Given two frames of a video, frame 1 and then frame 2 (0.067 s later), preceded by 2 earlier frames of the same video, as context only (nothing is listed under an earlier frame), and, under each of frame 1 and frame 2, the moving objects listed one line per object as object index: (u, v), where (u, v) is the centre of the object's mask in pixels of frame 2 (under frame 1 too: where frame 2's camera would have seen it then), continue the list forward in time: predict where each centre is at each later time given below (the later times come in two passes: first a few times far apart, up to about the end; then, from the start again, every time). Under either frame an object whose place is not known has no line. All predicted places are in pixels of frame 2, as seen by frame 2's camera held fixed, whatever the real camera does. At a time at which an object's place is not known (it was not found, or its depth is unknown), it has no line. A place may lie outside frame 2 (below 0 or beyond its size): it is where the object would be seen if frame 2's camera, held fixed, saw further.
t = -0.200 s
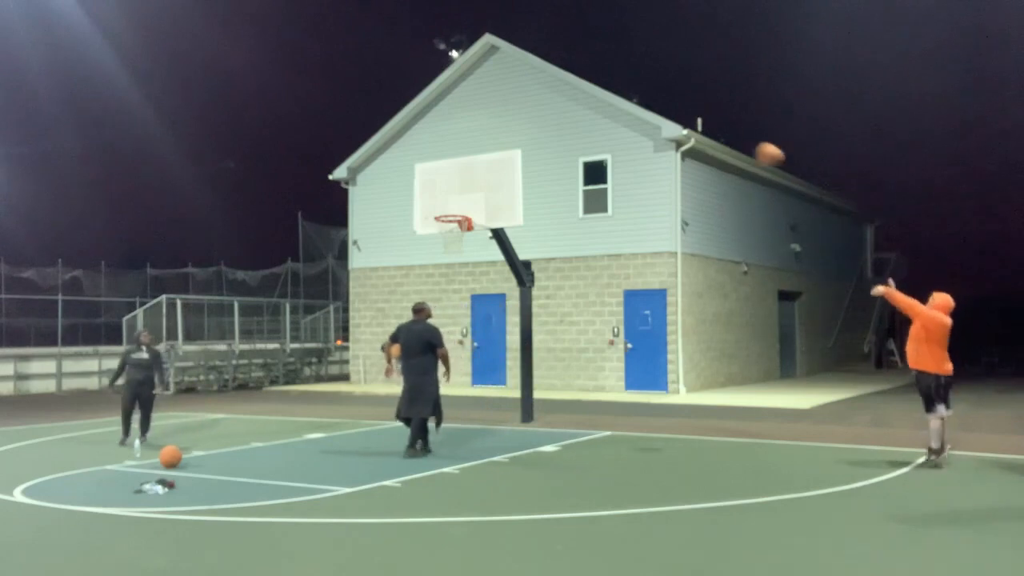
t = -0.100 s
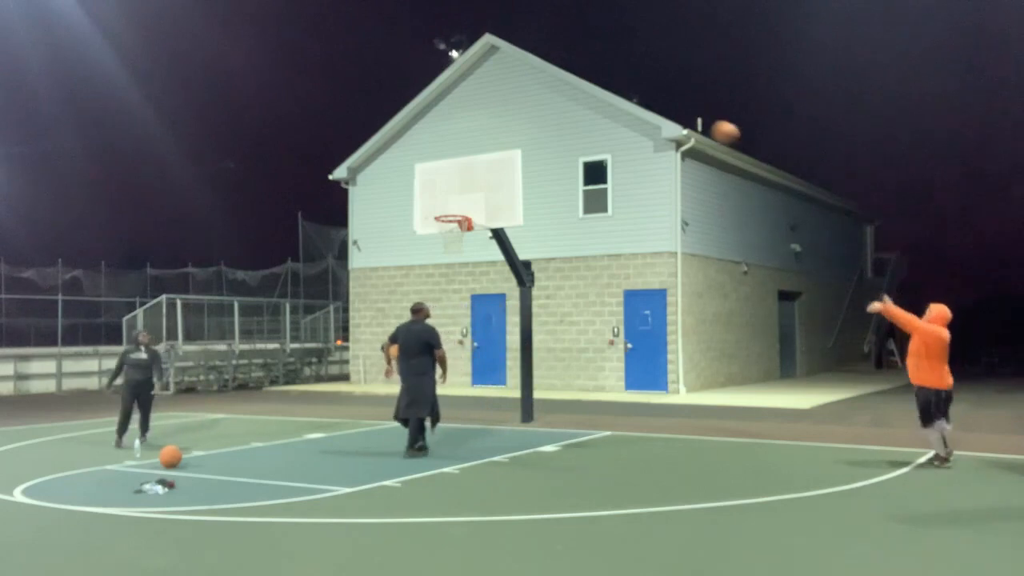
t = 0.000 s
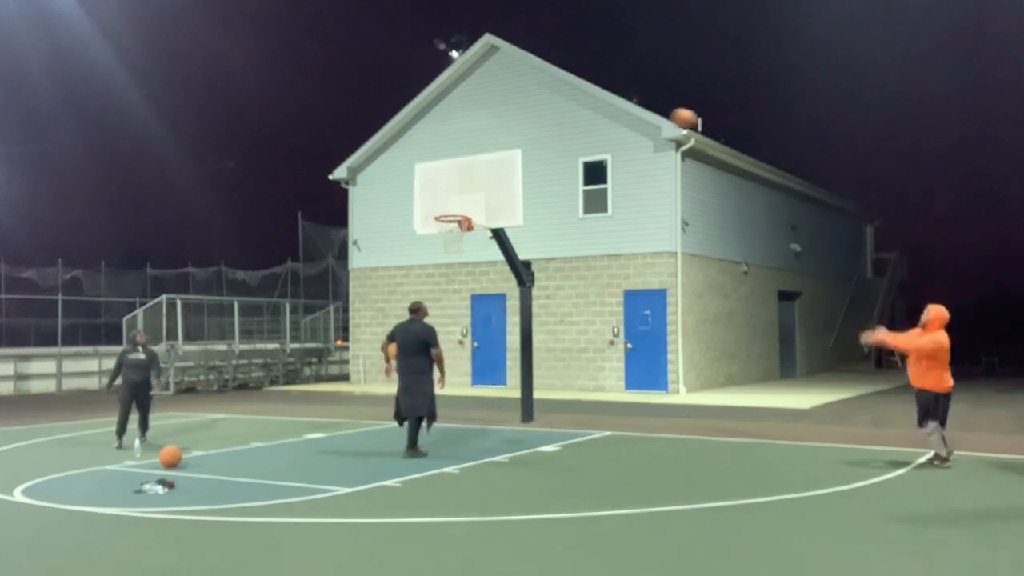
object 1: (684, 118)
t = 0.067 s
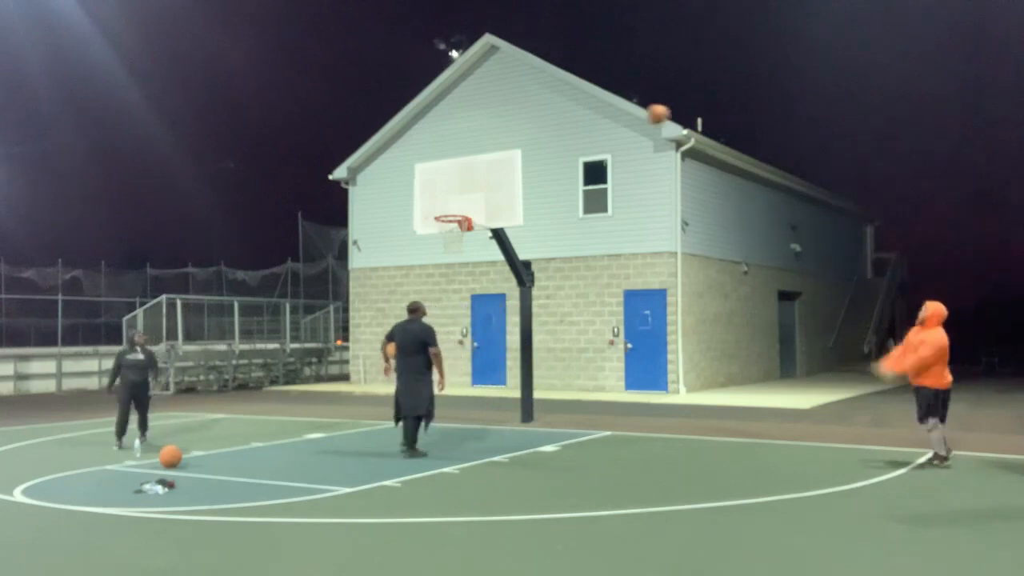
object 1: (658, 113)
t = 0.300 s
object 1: (573, 127)
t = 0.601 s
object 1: (479, 195)
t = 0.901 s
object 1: (520, 174)
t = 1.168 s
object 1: (586, 180)
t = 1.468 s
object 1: (671, 264)
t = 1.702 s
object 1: (750, 398)
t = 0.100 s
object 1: (646, 112)
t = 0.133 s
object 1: (632, 113)
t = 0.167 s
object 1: (619, 114)
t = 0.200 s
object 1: (607, 116)
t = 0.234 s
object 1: (596, 119)
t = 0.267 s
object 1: (584, 122)
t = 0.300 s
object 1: (573, 127)
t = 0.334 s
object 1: (562, 132)
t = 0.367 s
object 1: (551, 137)
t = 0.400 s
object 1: (540, 144)
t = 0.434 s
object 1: (530, 150)
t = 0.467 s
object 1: (519, 158)
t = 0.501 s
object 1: (509, 166)
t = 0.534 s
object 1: (499, 175)
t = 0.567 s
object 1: (489, 185)
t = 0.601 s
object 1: (479, 195)
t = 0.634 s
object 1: (471, 206)
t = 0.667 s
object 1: (469, 209)
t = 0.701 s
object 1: (476, 201)
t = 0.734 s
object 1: (483, 195)
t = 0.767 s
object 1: (490, 189)
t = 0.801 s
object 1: (497, 184)
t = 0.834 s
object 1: (504, 180)
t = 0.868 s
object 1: (512, 176)
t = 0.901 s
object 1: (520, 174)
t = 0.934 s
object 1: (528, 172)
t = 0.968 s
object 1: (535, 170)
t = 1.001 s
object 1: (544, 170)
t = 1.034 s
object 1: (551, 171)
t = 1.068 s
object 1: (560, 172)
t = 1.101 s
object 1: (568, 174)
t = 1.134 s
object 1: (578, 177)
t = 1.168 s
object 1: (586, 180)
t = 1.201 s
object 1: (594, 185)
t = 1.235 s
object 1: (603, 191)
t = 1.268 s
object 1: (613, 199)
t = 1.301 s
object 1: (622, 208)
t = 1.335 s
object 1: (631, 217)
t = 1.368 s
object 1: (641, 227)
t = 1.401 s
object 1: (650, 238)
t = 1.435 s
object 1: (661, 251)
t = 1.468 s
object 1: (671, 264)
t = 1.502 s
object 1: (681, 280)
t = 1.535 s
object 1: (692, 295)
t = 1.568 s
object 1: (704, 314)
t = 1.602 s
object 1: (715, 331)
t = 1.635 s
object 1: (727, 353)
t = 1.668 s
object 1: (738, 374)
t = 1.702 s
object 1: (750, 398)
